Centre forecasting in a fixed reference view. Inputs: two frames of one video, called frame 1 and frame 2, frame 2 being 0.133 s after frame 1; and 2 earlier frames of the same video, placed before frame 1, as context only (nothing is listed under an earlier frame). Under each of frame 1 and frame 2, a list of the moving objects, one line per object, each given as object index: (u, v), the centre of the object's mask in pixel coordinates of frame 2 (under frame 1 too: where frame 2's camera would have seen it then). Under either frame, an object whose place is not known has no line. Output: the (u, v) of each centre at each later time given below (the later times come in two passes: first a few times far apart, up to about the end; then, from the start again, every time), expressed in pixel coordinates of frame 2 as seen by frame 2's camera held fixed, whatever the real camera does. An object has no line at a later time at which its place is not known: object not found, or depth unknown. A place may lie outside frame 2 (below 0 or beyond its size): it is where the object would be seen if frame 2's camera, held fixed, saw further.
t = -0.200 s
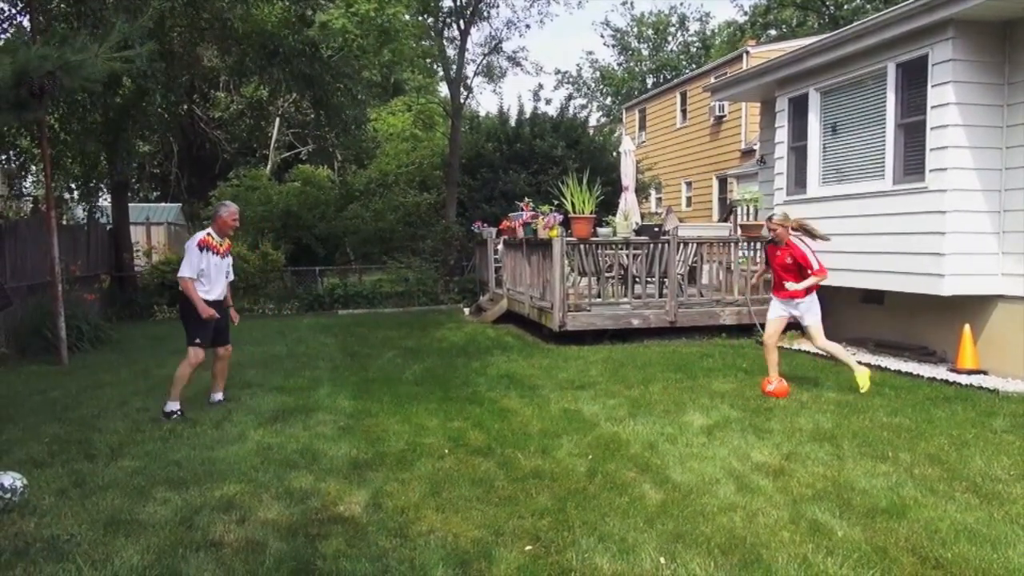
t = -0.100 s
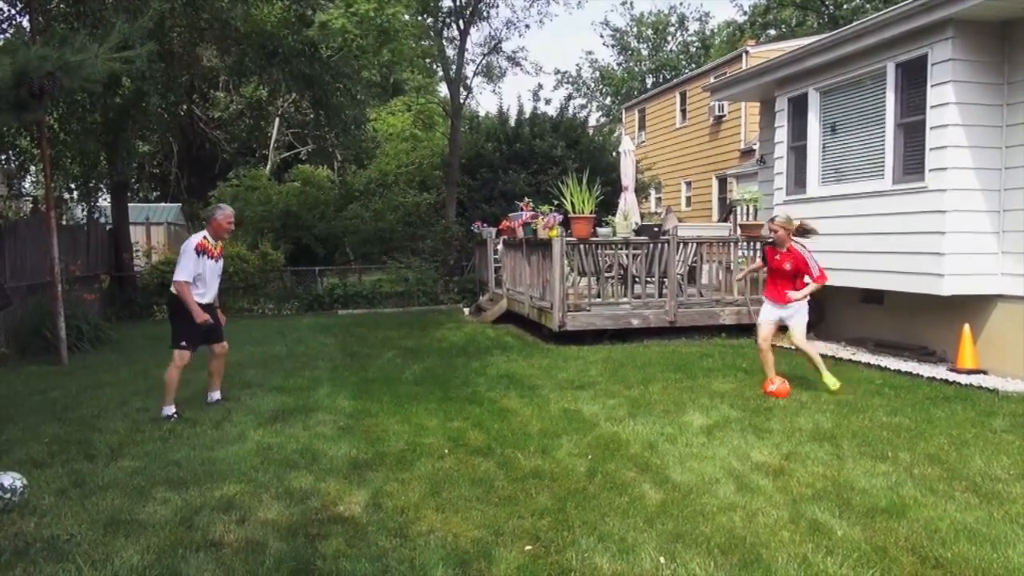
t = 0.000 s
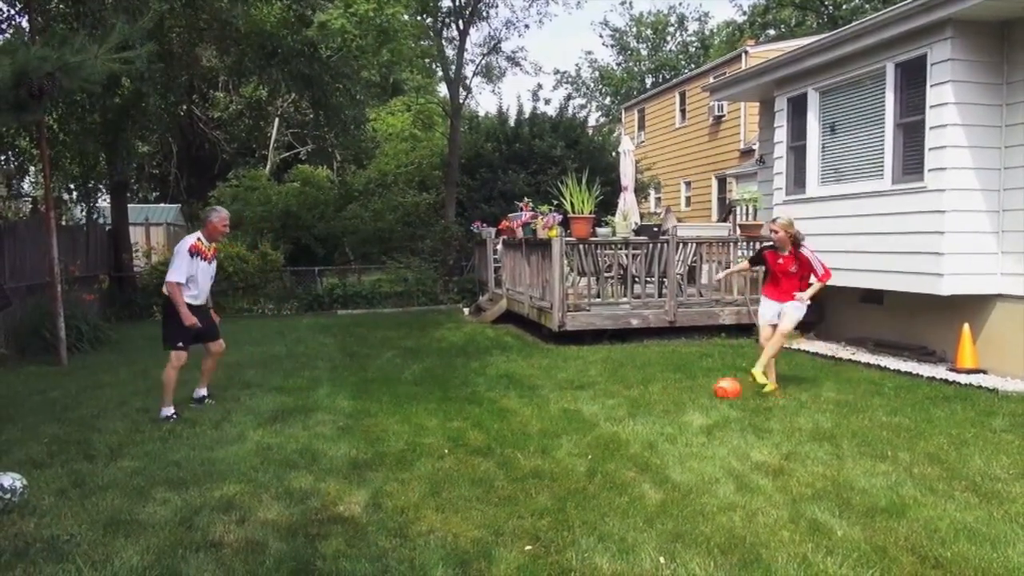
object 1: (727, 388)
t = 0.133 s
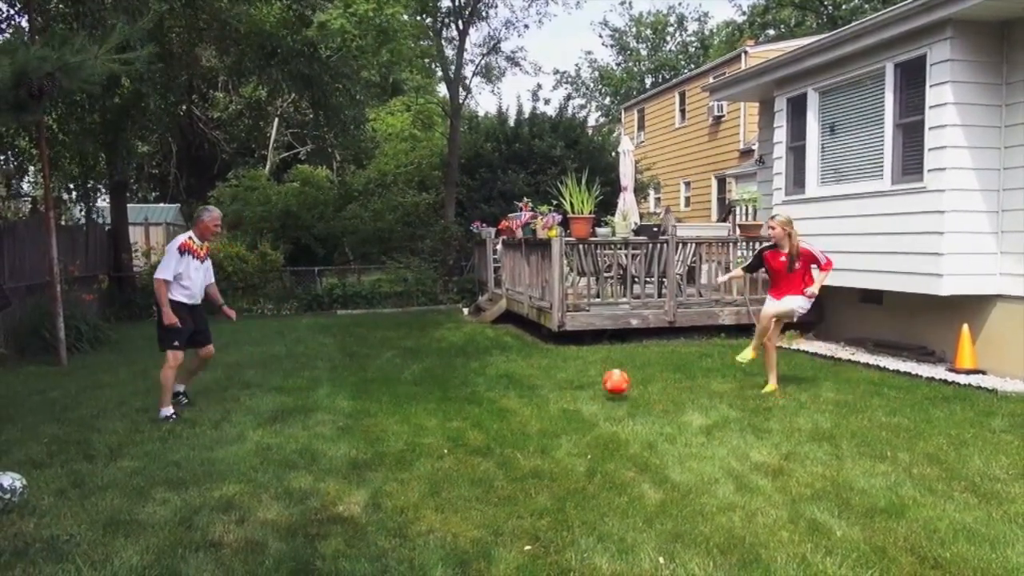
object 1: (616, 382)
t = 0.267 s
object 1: (504, 395)
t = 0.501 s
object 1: (331, 401)
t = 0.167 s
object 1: (588, 383)
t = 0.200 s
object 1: (560, 386)
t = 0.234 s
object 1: (532, 390)
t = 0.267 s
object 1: (504, 395)
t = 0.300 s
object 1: (477, 399)
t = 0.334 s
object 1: (452, 399)
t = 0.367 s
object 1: (427, 399)
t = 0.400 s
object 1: (403, 399)
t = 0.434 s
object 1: (379, 398)
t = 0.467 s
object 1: (355, 399)
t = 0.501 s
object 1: (331, 401)
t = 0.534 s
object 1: (307, 403)
